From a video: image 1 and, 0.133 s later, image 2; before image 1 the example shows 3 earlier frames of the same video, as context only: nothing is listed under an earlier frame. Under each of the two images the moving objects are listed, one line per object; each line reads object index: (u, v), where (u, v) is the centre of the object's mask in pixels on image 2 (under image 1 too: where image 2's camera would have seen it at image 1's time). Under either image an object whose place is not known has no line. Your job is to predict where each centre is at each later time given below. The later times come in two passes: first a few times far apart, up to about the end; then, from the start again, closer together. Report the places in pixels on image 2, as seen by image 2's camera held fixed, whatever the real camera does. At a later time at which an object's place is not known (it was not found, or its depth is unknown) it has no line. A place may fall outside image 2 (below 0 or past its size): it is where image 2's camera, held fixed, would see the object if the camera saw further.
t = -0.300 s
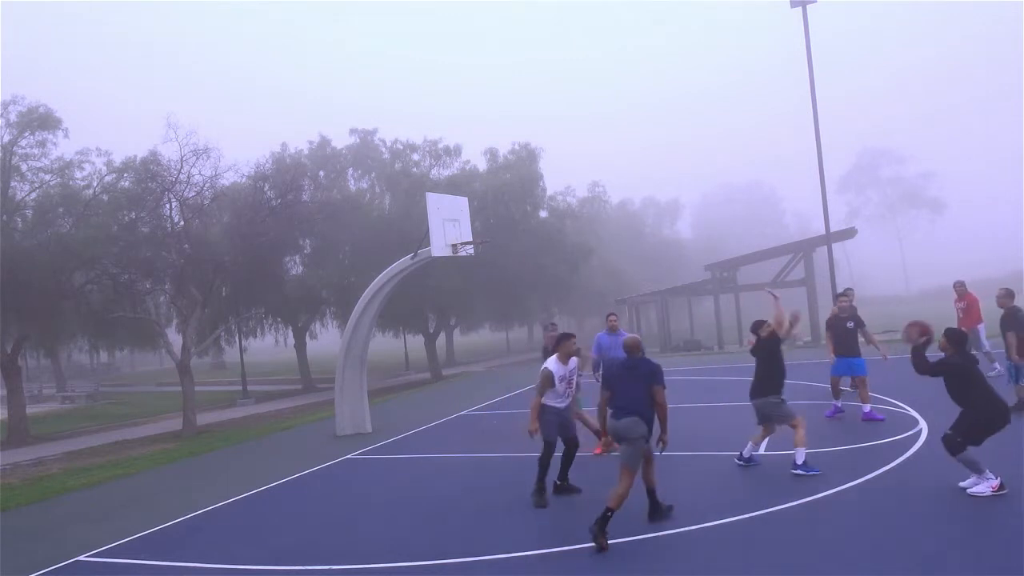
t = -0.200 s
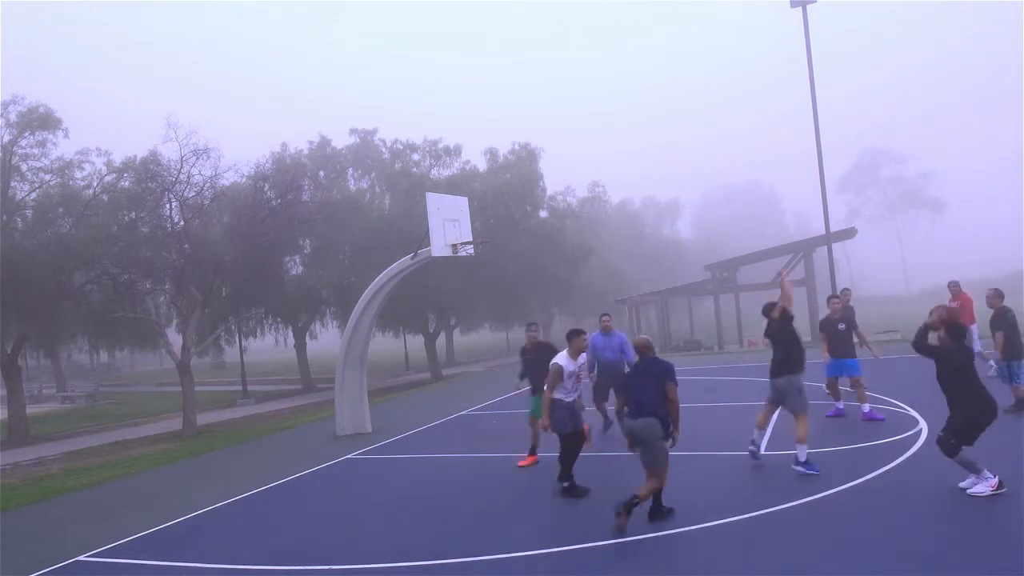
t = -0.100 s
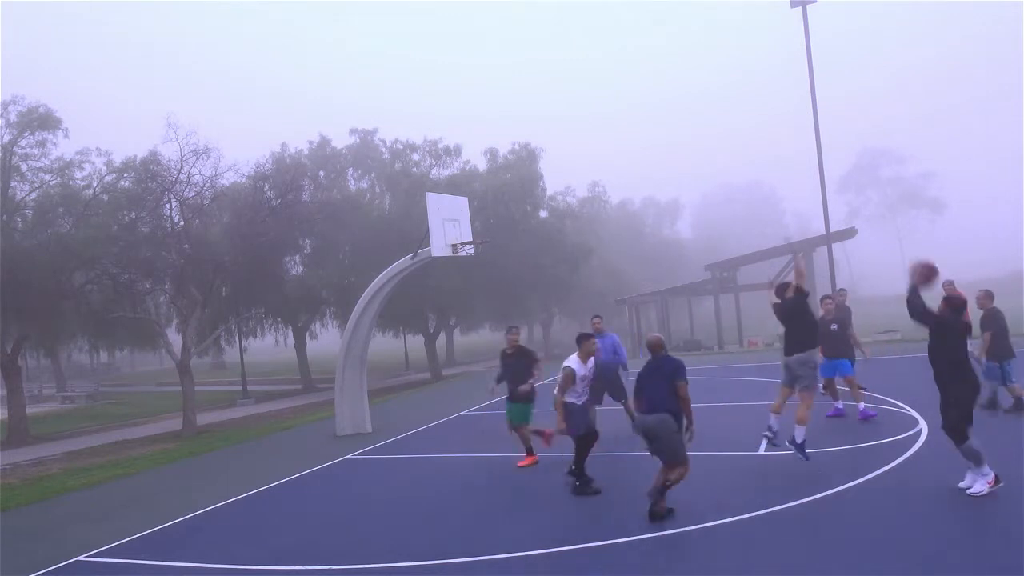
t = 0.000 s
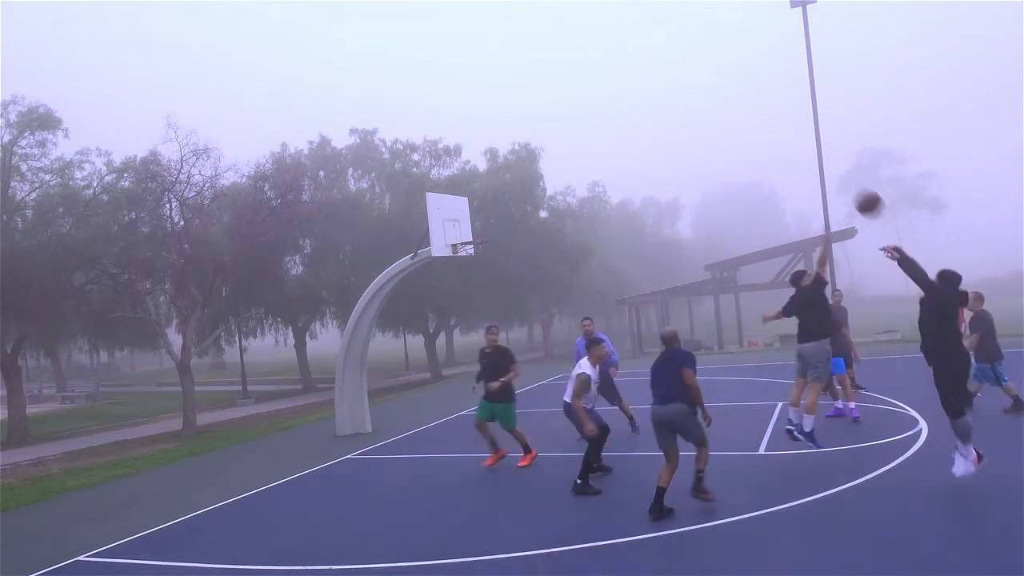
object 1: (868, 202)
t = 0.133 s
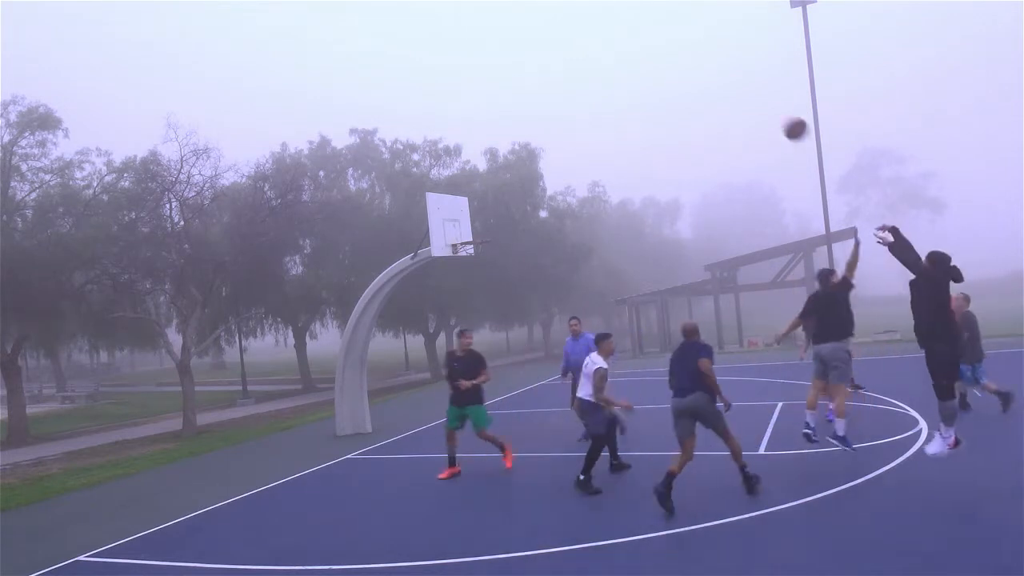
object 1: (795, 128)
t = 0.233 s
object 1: (748, 89)
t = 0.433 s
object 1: (669, 45)
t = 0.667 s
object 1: (597, 40)
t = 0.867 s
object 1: (548, 66)
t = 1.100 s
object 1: (502, 124)
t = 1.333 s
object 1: (467, 206)
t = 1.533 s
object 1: (493, 220)
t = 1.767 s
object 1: (551, 203)
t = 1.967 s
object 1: (606, 217)
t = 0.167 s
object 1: (778, 114)
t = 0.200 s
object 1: (763, 101)
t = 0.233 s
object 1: (748, 89)
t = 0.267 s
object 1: (733, 79)
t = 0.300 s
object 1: (719, 70)
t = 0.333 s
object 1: (706, 62)
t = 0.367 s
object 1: (693, 55)
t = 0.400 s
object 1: (681, 50)
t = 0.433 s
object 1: (669, 45)
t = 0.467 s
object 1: (657, 42)
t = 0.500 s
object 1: (646, 39)
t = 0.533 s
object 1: (635, 38)
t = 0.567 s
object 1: (625, 37)
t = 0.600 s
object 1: (615, 37)
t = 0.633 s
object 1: (606, 38)
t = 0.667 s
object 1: (597, 40)
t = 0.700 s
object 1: (587, 43)
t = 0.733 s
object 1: (579, 46)
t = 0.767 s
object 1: (571, 50)
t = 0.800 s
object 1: (563, 55)
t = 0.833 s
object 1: (555, 60)
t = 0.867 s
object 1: (548, 66)
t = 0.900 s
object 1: (540, 73)
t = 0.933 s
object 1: (533, 80)
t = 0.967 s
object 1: (527, 88)
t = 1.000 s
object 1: (520, 96)
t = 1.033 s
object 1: (514, 105)
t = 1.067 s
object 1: (508, 114)
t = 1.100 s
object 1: (502, 124)
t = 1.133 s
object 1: (497, 135)
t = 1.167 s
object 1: (491, 146)
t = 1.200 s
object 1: (486, 157)
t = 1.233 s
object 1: (480, 169)
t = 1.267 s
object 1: (476, 181)
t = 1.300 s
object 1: (472, 194)
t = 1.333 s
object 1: (467, 206)
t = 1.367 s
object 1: (463, 220)
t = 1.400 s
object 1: (463, 231)
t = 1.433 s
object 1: (470, 236)
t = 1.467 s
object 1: (478, 231)
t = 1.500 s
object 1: (486, 225)
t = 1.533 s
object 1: (493, 220)
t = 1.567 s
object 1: (501, 215)
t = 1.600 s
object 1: (509, 212)
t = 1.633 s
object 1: (517, 209)
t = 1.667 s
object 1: (525, 207)
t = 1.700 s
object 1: (533, 205)
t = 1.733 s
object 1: (542, 204)
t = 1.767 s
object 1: (551, 203)
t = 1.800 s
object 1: (559, 204)
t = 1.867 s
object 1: (577, 207)
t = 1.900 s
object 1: (586, 209)
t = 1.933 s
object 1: (596, 213)
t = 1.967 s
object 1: (606, 217)
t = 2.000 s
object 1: (615, 222)
